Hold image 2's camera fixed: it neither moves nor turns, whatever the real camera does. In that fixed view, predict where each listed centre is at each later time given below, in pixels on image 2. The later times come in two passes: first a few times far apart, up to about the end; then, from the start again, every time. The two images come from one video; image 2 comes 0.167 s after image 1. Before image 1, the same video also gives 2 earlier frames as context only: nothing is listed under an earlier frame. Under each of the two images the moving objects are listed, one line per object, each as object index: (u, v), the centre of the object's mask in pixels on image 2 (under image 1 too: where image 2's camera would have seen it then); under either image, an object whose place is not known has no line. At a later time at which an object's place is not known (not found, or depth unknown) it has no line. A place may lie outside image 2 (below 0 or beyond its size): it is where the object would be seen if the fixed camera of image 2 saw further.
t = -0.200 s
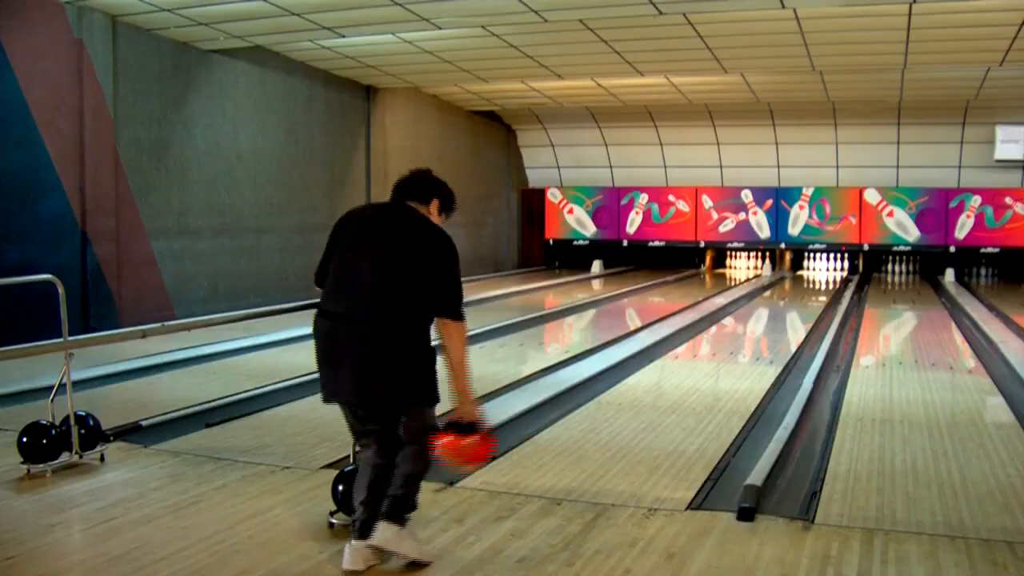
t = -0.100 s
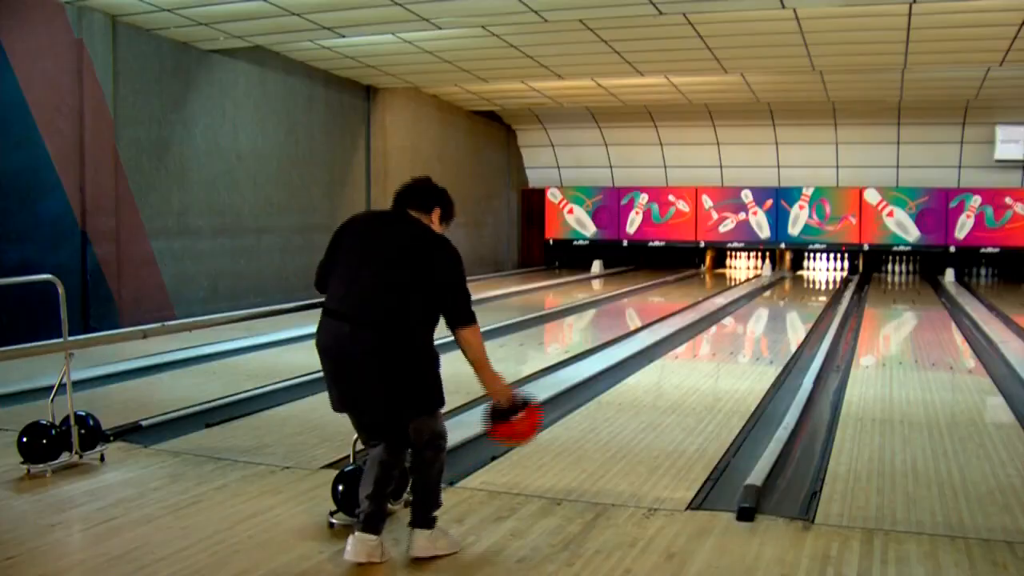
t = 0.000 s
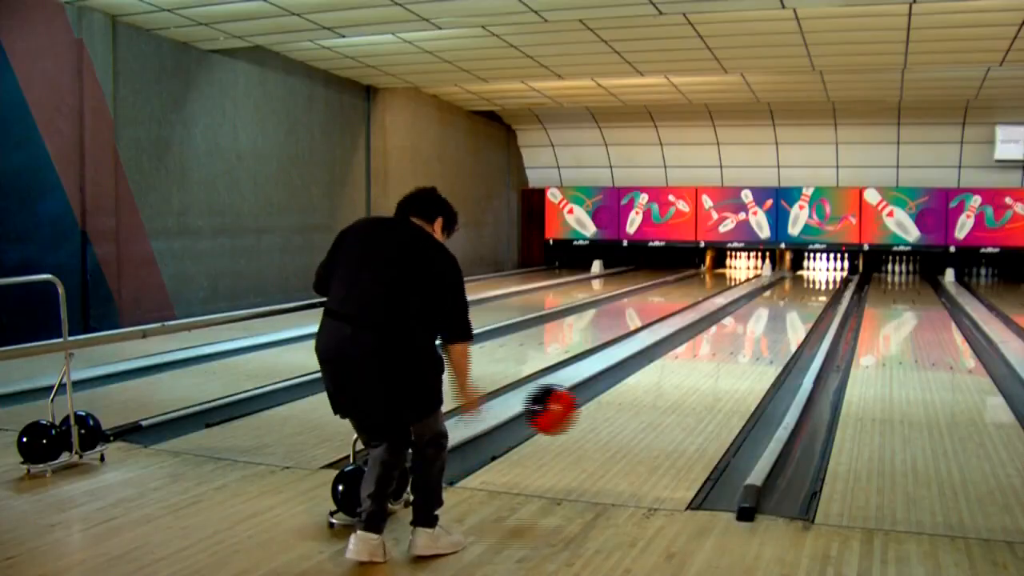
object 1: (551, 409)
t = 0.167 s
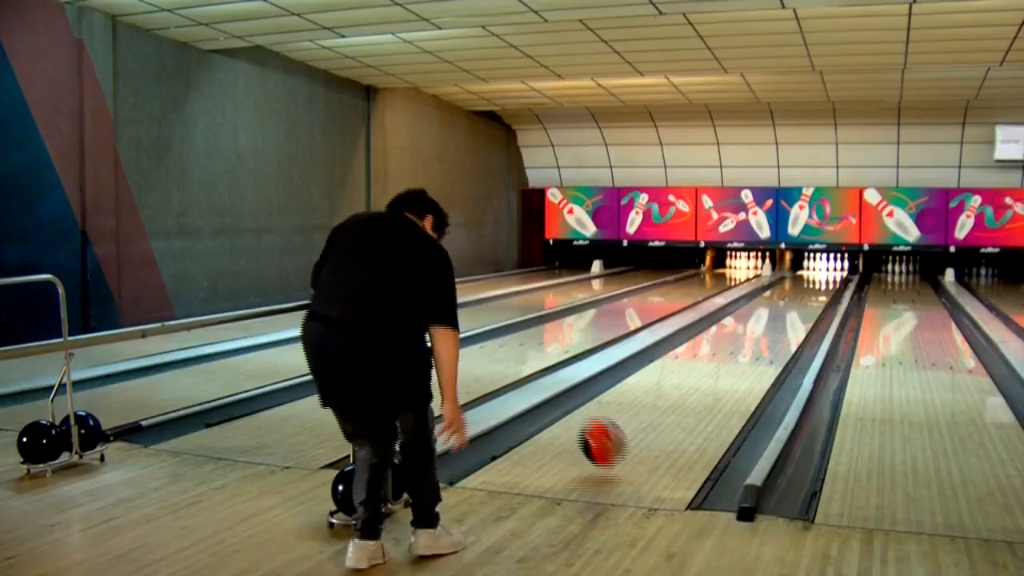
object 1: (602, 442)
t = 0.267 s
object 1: (628, 434)
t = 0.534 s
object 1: (680, 407)
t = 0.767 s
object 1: (713, 386)
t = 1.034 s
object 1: (743, 366)
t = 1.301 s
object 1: (765, 352)
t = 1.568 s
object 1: (782, 340)
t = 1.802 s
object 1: (794, 331)
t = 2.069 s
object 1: (804, 323)
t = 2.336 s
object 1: (812, 317)
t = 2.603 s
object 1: (825, 316)
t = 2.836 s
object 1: (827, 313)
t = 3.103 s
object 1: (830, 309)
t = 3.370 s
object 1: (833, 305)
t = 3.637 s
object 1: (835, 301)
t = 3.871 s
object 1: (837, 296)
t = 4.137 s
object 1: (838, 294)
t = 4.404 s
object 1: (840, 292)
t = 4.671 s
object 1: (842, 289)
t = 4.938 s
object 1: (843, 287)
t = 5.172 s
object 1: (844, 285)
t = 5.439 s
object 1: (845, 284)
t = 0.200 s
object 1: (612, 449)
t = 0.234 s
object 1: (620, 440)
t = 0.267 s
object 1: (628, 434)
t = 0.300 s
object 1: (635, 431)
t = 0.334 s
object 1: (642, 430)
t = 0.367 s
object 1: (649, 426)
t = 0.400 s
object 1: (656, 422)
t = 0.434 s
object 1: (662, 419)
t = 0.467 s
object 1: (669, 415)
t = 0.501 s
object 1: (674, 411)
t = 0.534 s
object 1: (680, 407)
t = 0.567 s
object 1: (685, 404)
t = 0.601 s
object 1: (690, 401)
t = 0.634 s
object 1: (696, 398)
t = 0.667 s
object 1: (700, 395)
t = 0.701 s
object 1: (705, 392)
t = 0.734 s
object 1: (709, 389)
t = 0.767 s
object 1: (713, 386)
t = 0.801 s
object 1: (718, 383)
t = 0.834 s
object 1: (721, 380)
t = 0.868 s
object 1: (725, 377)
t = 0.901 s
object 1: (729, 375)
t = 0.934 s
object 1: (733, 373)
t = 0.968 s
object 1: (736, 370)
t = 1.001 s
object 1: (740, 368)
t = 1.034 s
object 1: (743, 366)
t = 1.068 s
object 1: (746, 364)
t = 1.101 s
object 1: (749, 362)
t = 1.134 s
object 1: (752, 360)
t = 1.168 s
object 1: (755, 358)
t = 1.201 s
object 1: (758, 357)
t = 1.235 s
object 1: (760, 355)
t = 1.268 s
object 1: (763, 353)
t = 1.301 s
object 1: (765, 352)
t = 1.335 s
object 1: (767, 350)
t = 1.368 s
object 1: (769, 348)
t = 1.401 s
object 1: (771, 347)
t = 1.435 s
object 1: (774, 346)
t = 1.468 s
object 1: (776, 344)
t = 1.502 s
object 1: (778, 343)
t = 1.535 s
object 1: (780, 341)
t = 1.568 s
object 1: (782, 340)
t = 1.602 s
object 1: (784, 339)
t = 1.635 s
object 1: (785, 338)
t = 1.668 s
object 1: (787, 337)
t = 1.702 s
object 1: (789, 335)
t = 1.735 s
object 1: (790, 334)
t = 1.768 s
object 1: (792, 333)
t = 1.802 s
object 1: (794, 331)
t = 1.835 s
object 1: (795, 330)
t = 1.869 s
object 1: (797, 329)
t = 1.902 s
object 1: (798, 328)
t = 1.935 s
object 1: (799, 328)
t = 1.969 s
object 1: (801, 326)
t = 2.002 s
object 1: (802, 325)
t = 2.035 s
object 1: (803, 324)
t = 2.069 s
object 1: (804, 323)
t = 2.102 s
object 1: (805, 322)
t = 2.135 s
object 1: (806, 322)
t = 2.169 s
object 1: (807, 321)
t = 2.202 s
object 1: (809, 319)
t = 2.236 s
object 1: (809, 318)
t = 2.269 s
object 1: (810, 318)
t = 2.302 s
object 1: (811, 317)
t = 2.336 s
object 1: (812, 317)
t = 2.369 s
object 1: (813, 316)
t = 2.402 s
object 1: (814, 315)
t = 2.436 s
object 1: (815, 314)
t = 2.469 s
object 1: (817, 314)
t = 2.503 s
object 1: (818, 314)
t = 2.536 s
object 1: (820, 314)
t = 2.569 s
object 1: (822, 315)
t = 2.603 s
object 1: (825, 316)
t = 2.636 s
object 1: (826, 316)
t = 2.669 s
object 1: (826, 315)
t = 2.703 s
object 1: (826, 314)
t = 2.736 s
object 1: (826, 314)
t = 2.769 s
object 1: (827, 313)
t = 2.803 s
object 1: (827, 313)
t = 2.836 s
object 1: (827, 313)
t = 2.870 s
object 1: (828, 311)
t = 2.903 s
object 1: (828, 311)
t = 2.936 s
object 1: (828, 311)
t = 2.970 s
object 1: (829, 310)
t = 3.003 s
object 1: (830, 310)
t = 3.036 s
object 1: (830, 309)
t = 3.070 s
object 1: (830, 309)
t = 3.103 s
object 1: (830, 309)
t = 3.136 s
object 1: (831, 307)
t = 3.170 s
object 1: (831, 307)
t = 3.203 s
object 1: (831, 306)
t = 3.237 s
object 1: (832, 306)
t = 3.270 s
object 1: (832, 305)
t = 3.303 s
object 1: (832, 305)
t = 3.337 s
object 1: (833, 305)
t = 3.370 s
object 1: (833, 305)
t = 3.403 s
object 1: (833, 303)
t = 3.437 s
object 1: (833, 303)
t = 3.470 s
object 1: (833, 302)
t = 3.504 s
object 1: (834, 302)
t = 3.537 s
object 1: (834, 301)
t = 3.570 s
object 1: (835, 301)
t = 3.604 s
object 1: (835, 301)
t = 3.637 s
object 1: (835, 301)
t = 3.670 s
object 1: (835, 301)
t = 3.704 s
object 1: (836, 300)
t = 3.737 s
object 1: (836, 300)
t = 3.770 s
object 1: (836, 299)
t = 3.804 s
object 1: (836, 298)
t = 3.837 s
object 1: (837, 297)
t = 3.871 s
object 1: (837, 296)
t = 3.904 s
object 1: (837, 296)
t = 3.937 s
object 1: (837, 296)
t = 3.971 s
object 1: (838, 296)
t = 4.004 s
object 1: (838, 296)
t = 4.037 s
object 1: (837, 296)
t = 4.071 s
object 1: (838, 295)
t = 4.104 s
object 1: (838, 295)
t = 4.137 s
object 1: (838, 294)
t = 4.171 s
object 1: (838, 294)
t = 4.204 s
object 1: (839, 294)
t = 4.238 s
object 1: (839, 294)
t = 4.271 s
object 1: (839, 294)
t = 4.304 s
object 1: (840, 293)
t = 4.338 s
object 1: (840, 292)
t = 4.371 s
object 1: (840, 292)
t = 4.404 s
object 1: (840, 292)
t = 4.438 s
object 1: (840, 291)
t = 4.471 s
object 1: (840, 291)
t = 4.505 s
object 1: (841, 290)
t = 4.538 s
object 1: (841, 290)
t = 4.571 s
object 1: (841, 291)
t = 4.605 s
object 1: (841, 290)
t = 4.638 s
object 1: (842, 290)
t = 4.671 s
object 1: (842, 289)
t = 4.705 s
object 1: (842, 289)
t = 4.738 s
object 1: (842, 289)
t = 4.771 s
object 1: (842, 288)
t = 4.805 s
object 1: (842, 288)
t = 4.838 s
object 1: (843, 288)
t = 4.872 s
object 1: (842, 288)
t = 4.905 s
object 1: (843, 287)
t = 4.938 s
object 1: (843, 287)
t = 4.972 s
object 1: (843, 287)
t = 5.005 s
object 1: (843, 286)
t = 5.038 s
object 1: (844, 286)
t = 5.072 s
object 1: (844, 286)
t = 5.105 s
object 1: (844, 286)
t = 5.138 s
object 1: (844, 286)
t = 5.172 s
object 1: (844, 285)
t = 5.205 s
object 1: (844, 285)
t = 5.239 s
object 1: (844, 285)
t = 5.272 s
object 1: (844, 285)
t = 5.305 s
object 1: (844, 284)
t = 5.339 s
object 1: (845, 284)
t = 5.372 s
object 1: (845, 284)
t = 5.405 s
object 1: (845, 284)
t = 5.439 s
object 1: (845, 284)
